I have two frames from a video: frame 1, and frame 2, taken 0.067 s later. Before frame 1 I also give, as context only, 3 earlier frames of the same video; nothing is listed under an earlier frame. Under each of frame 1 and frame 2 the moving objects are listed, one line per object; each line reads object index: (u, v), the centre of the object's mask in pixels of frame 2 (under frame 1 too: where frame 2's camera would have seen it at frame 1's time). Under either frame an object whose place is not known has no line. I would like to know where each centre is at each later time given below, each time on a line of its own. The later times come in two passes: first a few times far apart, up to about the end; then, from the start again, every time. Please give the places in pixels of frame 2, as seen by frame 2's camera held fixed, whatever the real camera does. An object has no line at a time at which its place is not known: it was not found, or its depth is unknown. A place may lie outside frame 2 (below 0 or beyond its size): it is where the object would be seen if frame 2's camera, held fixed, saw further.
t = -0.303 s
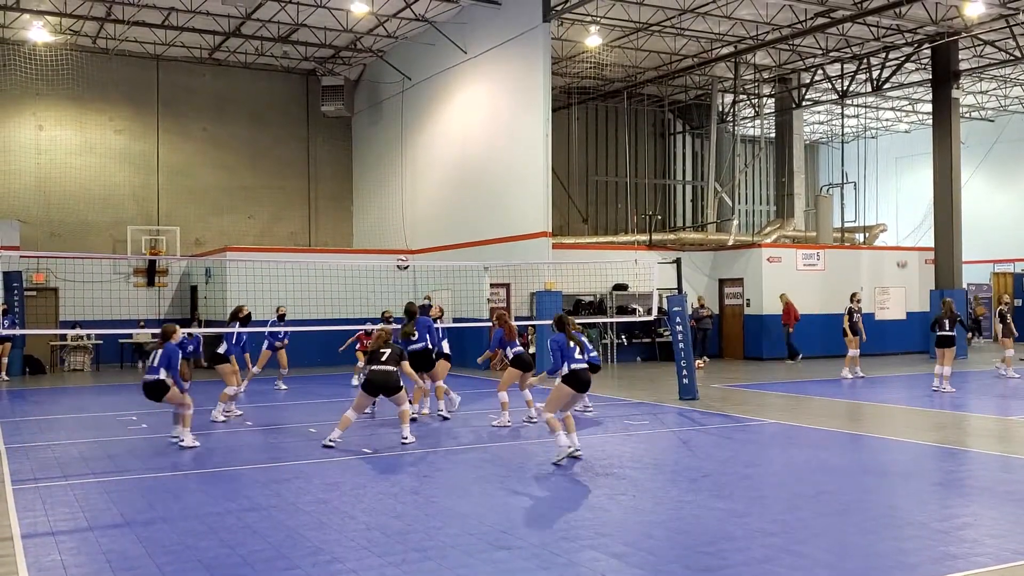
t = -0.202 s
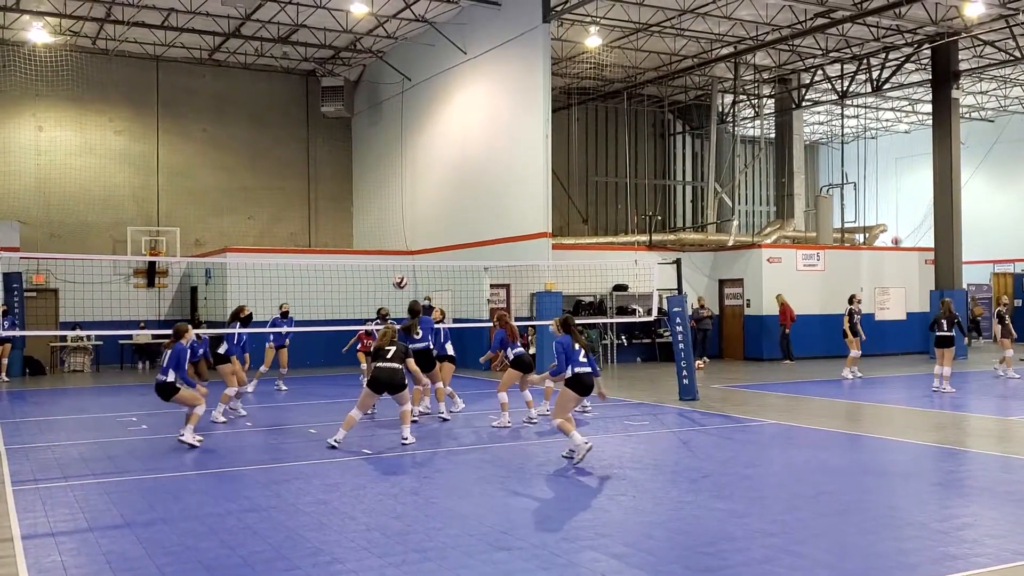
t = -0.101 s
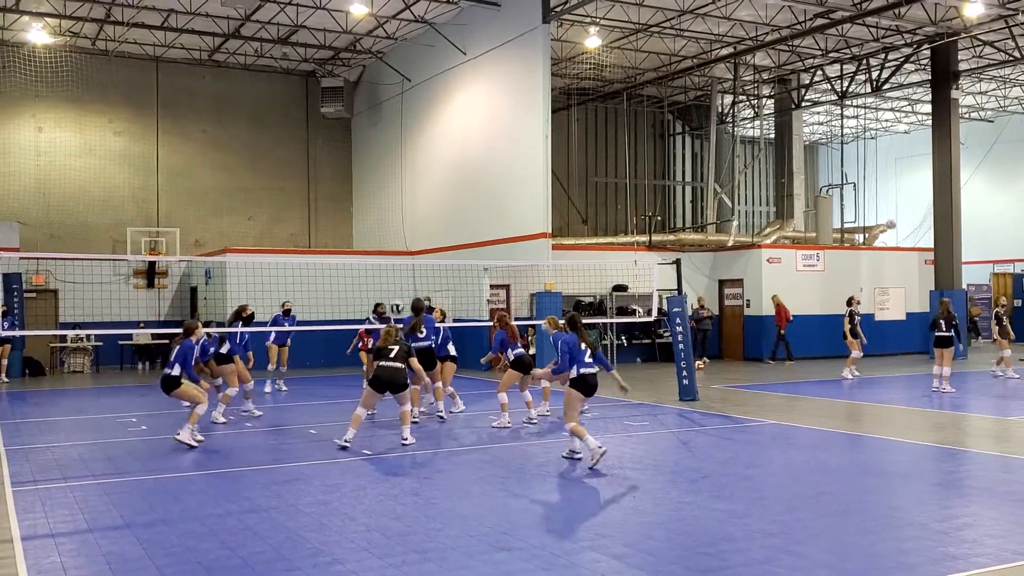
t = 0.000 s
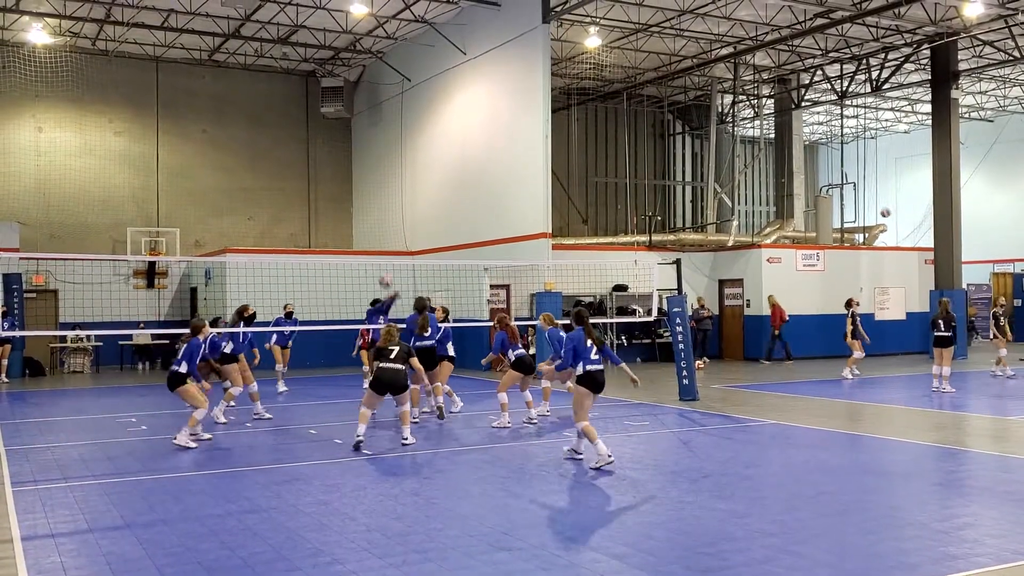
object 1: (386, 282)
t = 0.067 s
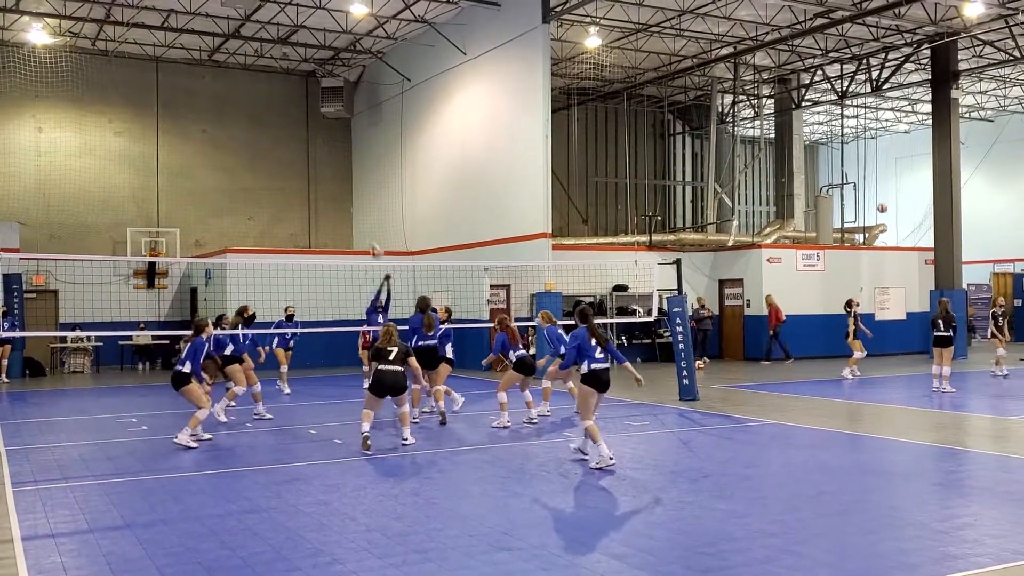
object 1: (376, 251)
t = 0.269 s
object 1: (347, 180)
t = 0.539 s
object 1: (309, 127)
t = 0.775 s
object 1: (277, 120)
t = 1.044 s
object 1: (241, 158)
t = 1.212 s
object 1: (220, 206)
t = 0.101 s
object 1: (370, 238)
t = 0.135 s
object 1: (366, 225)
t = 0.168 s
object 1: (361, 211)
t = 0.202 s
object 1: (357, 201)
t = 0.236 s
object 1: (352, 189)
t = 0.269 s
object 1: (347, 180)
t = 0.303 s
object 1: (342, 171)
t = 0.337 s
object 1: (338, 162)
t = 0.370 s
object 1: (333, 155)
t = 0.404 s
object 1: (329, 148)
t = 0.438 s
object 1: (323, 141)
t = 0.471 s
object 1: (319, 136)
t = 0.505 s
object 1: (314, 132)
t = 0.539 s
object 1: (309, 127)
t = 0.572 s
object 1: (304, 124)
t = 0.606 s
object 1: (300, 121)
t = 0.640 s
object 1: (296, 120)
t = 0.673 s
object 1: (291, 119)
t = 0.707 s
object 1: (286, 119)
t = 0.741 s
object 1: (281, 119)
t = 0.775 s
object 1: (277, 120)
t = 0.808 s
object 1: (273, 122)
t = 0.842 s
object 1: (268, 125)
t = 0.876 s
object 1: (264, 129)
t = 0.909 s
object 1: (259, 133)
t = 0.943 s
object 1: (255, 138)
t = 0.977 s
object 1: (250, 144)
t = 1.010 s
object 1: (246, 150)
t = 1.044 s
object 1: (241, 158)
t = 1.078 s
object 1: (237, 165)
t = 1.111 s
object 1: (233, 175)
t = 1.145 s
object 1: (229, 185)
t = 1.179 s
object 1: (224, 195)
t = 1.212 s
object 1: (220, 206)
